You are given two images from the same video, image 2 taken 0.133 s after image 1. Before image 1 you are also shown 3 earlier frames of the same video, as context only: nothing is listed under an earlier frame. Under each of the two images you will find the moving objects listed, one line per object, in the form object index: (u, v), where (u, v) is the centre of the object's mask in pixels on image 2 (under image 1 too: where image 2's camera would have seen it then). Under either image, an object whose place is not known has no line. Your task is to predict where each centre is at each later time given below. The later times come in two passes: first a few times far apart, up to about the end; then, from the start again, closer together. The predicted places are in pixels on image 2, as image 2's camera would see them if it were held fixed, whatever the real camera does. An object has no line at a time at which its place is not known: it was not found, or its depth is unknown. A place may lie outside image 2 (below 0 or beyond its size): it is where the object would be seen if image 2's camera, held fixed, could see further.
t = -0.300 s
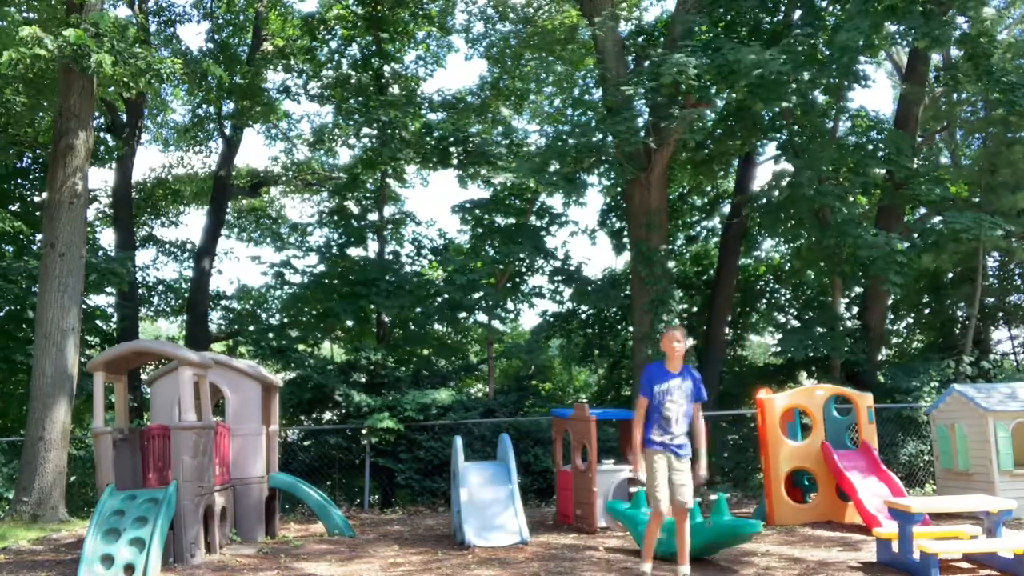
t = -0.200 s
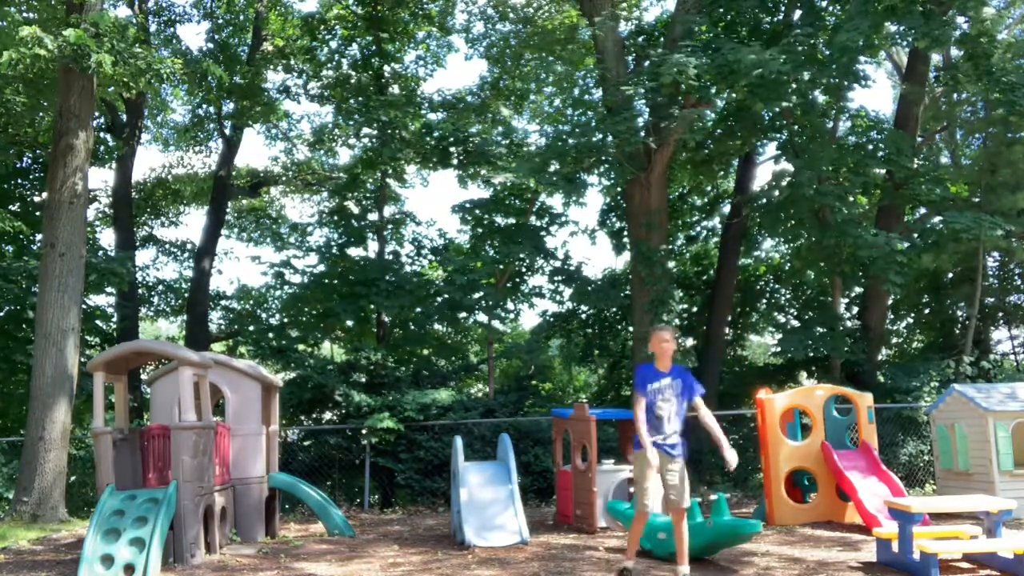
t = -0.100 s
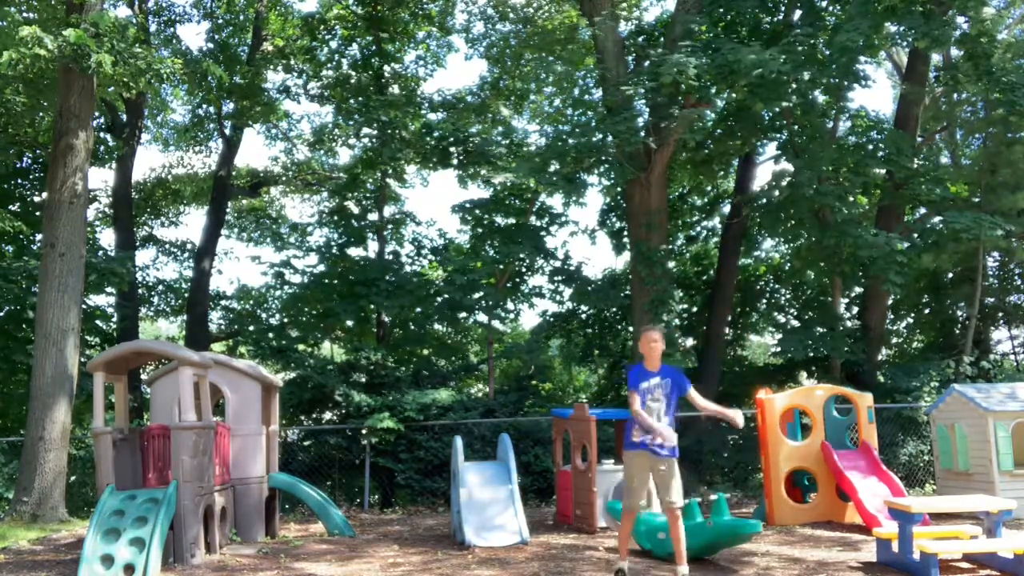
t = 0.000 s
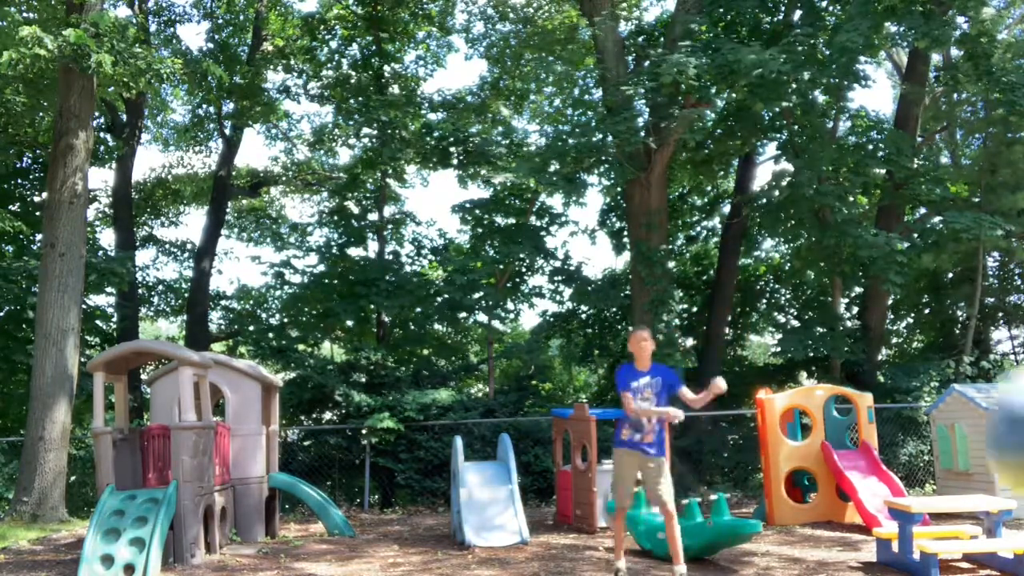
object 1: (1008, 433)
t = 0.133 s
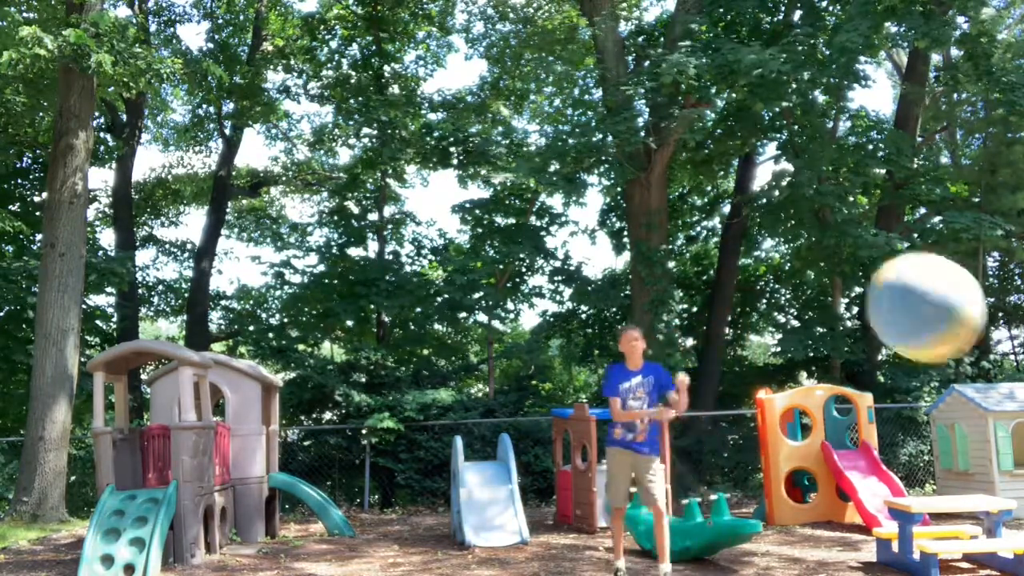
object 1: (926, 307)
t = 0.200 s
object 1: (881, 288)
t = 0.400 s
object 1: (794, 325)
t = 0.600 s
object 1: (741, 446)
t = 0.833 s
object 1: (701, 565)
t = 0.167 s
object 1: (902, 294)
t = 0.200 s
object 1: (881, 288)
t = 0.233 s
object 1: (863, 287)
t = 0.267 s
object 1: (846, 288)
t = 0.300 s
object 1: (831, 293)
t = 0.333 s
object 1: (817, 301)
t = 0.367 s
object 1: (805, 311)
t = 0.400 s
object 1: (794, 325)
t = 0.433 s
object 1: (783, 342)
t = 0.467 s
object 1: (773, 359)
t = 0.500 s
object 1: (764, 378)
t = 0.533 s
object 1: (756, 400)
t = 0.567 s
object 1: (749, 422)
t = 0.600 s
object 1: (741, 446)
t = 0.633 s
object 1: (735, 470)
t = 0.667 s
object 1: (729, 498)
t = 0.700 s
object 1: (724, 527)
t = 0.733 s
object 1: (718, 551)
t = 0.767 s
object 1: (714, 565)
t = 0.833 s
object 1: (701, 565)
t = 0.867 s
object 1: (696, 550)
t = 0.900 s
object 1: (690, 526)
